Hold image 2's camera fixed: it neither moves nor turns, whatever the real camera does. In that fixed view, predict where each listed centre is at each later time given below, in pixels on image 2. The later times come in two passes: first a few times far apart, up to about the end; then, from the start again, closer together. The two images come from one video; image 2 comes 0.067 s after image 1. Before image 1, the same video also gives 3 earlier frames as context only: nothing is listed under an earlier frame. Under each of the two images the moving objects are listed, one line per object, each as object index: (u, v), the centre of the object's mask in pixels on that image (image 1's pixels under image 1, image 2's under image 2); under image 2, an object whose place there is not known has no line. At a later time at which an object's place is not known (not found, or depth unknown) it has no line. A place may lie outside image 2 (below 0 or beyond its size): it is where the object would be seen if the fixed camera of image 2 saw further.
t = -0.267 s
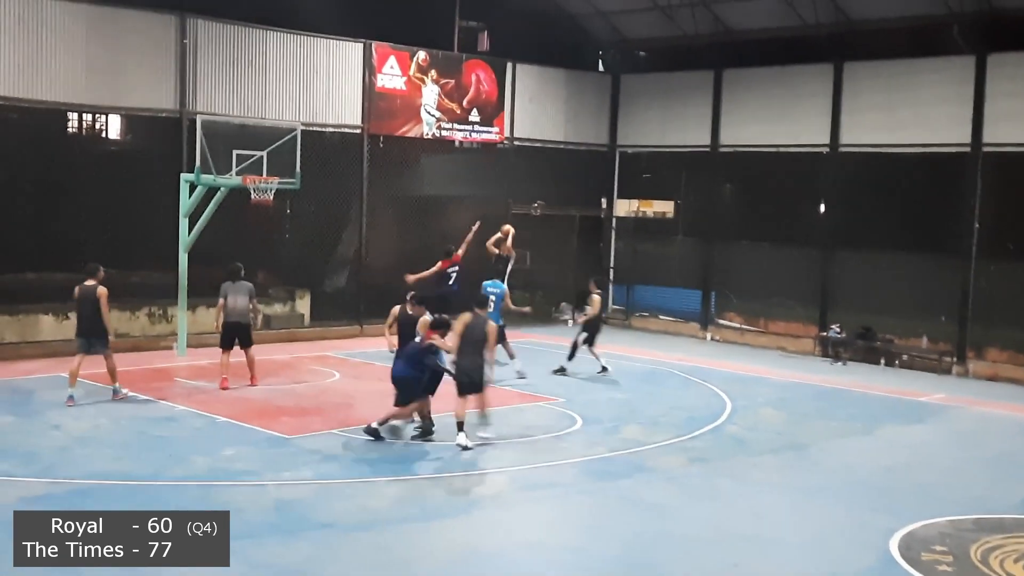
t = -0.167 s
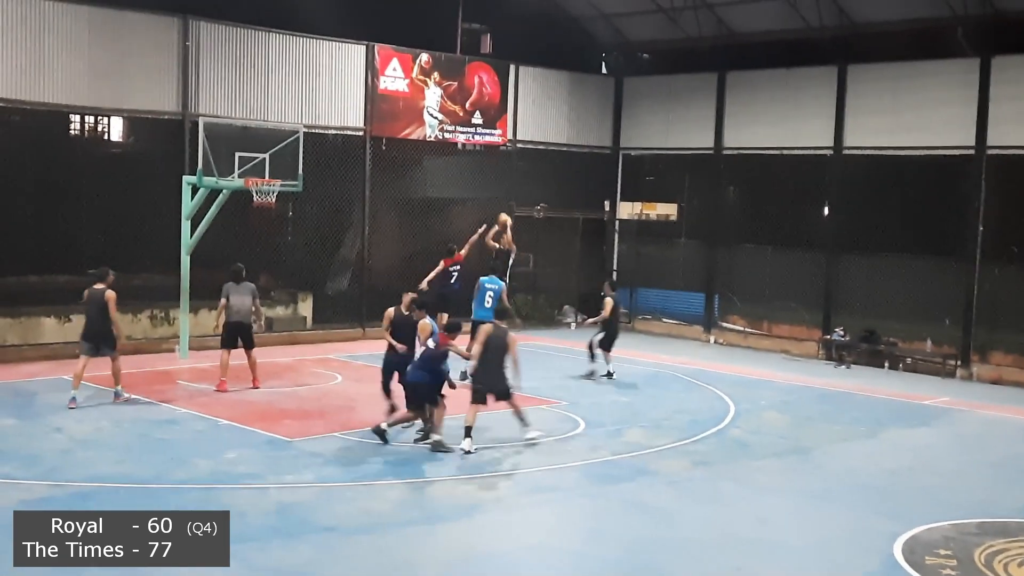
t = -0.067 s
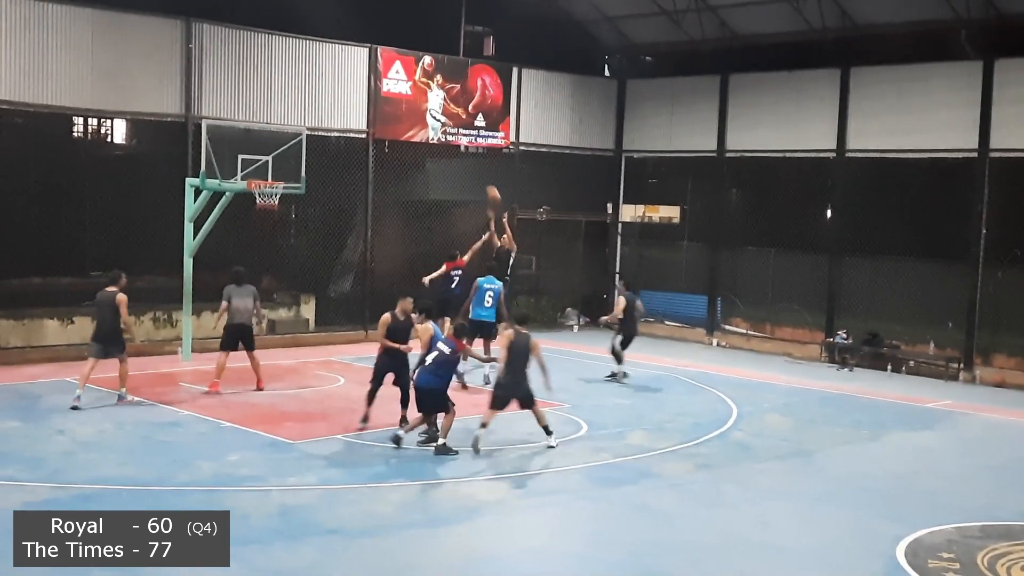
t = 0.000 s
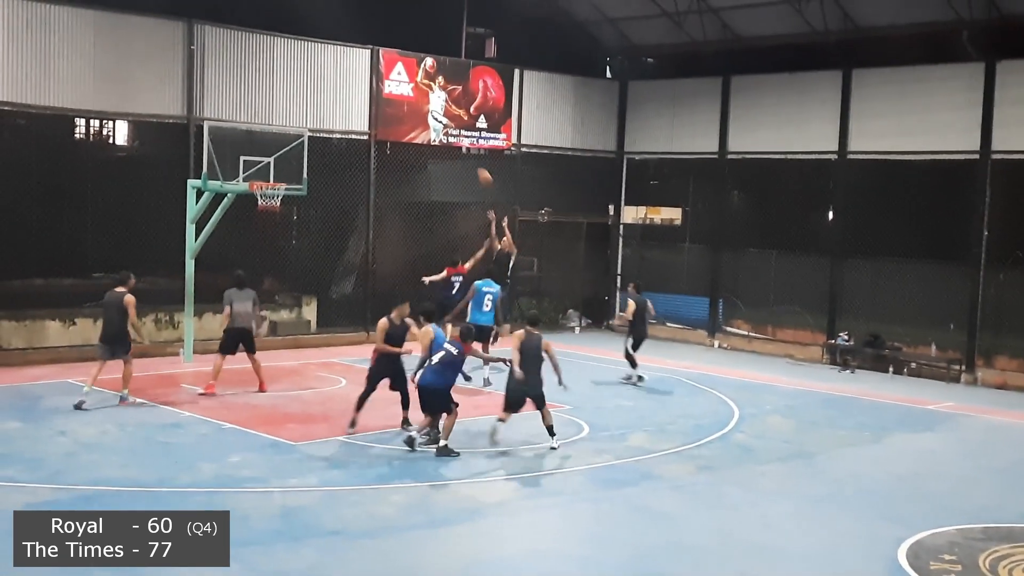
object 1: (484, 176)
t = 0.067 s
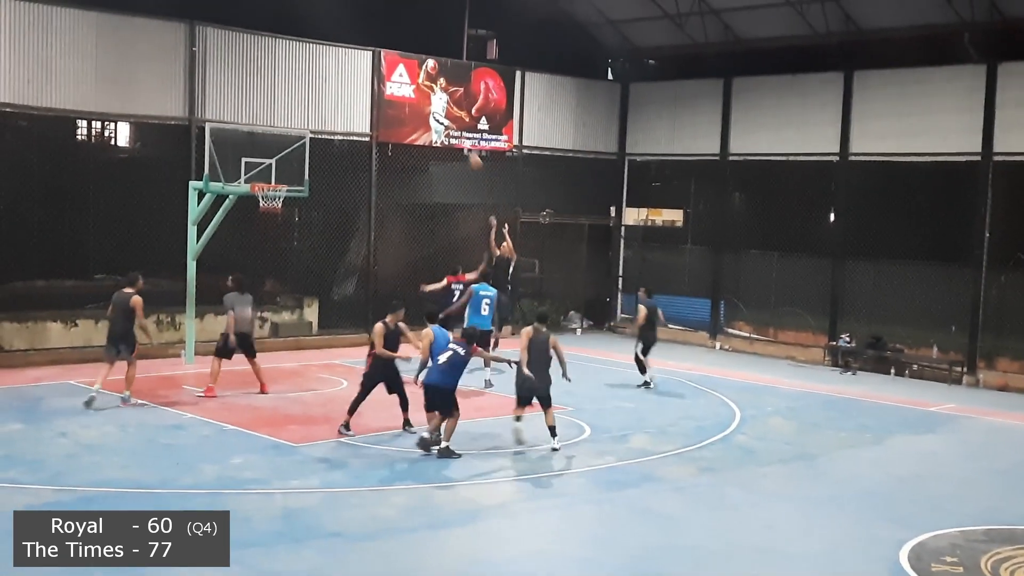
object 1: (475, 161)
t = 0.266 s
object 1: (436, 121)
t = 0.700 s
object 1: (351, 111)
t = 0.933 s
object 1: (300, 155)
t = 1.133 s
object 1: (256, 204)
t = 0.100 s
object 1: (469, 153)
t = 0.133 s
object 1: (462, 145)
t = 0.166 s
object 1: (456, 140)
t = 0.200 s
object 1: (451, 129)
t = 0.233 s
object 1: (447, 126)
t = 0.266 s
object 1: (436, 121)
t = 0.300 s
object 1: (432, 116)
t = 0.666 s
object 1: (358, 108)
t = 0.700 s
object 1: (351, 111)
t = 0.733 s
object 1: (344, 115)
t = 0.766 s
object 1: (337, 120)
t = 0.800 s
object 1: (330, 125)
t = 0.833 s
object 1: (321, 131)
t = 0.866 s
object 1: (314, 138)
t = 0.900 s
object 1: (309, 145)
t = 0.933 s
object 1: (300, 155)
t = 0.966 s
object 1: (294, 163)
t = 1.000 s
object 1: (286, 172)
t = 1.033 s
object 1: (279, 179)
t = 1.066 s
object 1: (271, 189)
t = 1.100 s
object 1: (263, 201)
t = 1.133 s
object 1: (256, 204)
